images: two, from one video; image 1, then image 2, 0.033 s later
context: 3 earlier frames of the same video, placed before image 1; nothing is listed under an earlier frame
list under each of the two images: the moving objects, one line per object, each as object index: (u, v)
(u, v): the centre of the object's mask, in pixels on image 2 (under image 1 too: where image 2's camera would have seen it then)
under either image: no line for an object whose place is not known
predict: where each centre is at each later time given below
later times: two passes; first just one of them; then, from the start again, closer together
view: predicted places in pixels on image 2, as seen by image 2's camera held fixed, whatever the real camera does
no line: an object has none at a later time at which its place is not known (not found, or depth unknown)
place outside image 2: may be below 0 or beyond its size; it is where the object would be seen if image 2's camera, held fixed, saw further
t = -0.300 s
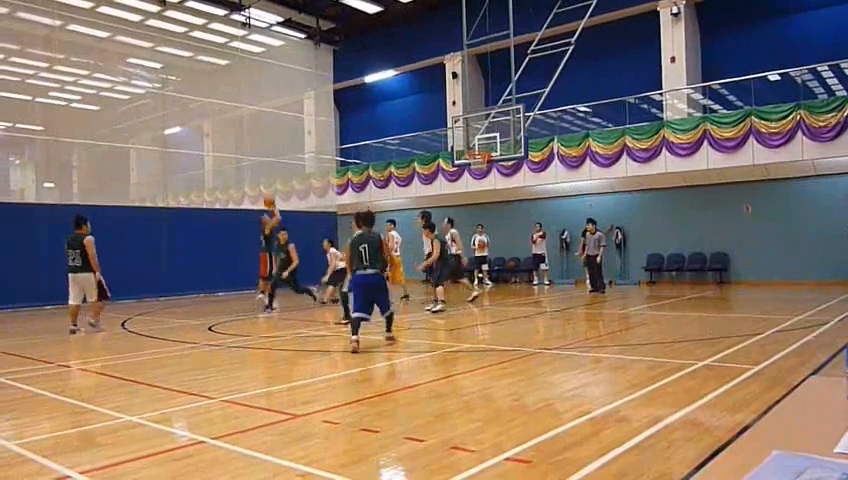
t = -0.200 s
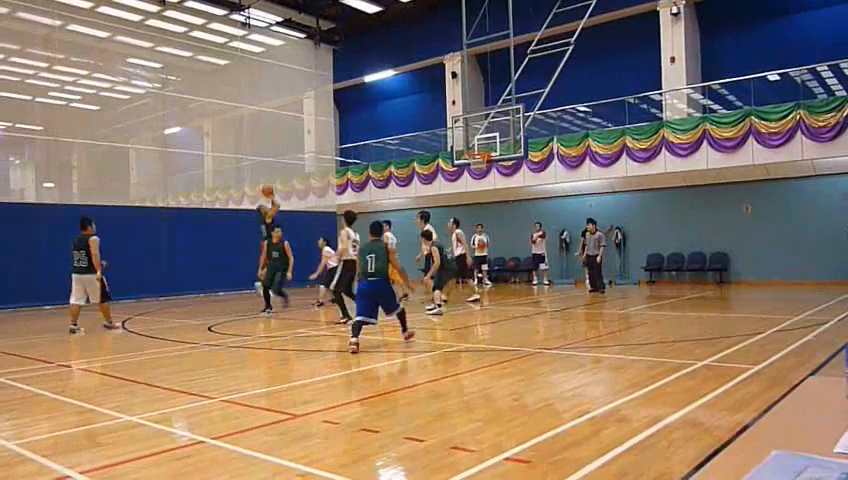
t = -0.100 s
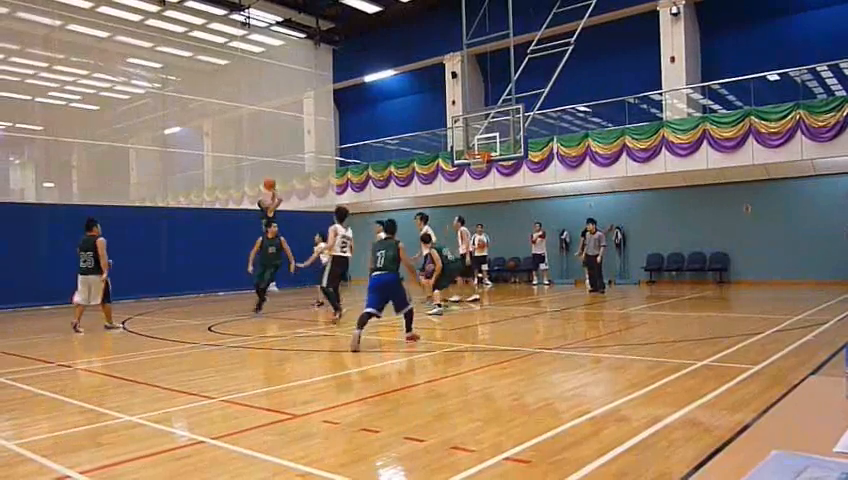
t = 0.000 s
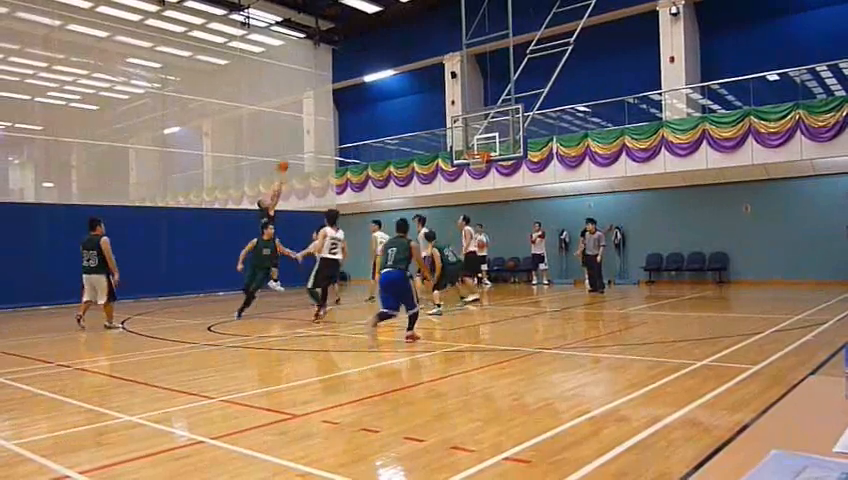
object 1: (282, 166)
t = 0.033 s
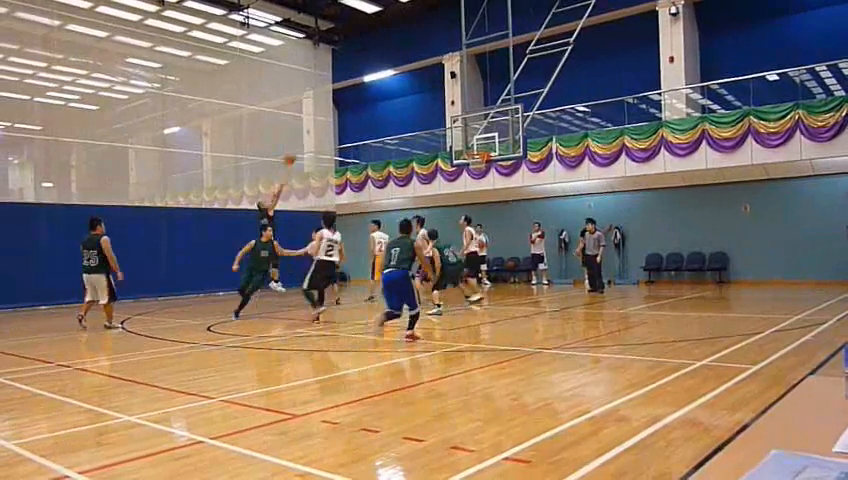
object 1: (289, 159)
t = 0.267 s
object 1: (340, 122)
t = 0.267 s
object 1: (340, 122)
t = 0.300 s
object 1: (346, 120)
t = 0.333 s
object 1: (353, 118)
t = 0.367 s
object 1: (360, 116)
